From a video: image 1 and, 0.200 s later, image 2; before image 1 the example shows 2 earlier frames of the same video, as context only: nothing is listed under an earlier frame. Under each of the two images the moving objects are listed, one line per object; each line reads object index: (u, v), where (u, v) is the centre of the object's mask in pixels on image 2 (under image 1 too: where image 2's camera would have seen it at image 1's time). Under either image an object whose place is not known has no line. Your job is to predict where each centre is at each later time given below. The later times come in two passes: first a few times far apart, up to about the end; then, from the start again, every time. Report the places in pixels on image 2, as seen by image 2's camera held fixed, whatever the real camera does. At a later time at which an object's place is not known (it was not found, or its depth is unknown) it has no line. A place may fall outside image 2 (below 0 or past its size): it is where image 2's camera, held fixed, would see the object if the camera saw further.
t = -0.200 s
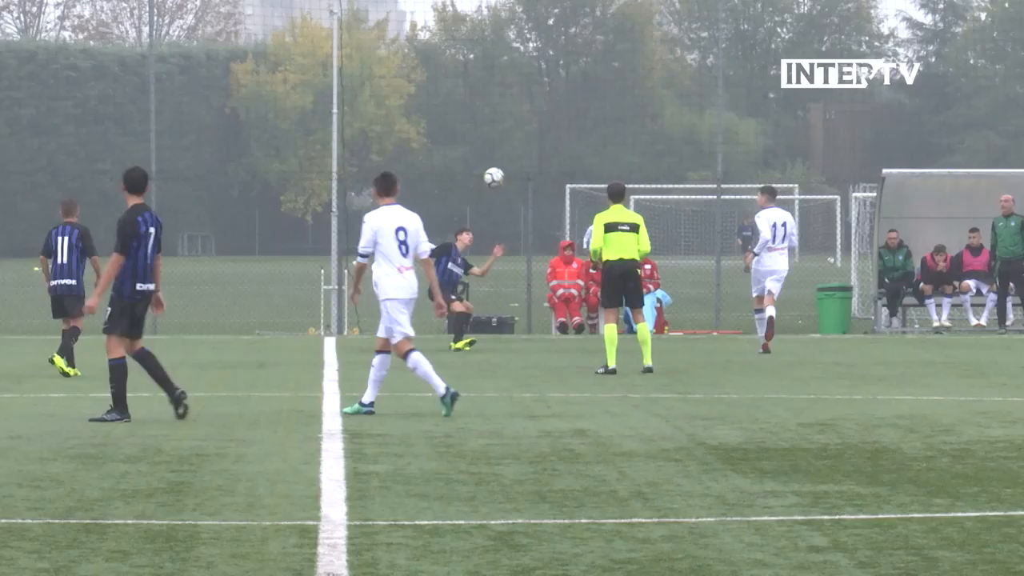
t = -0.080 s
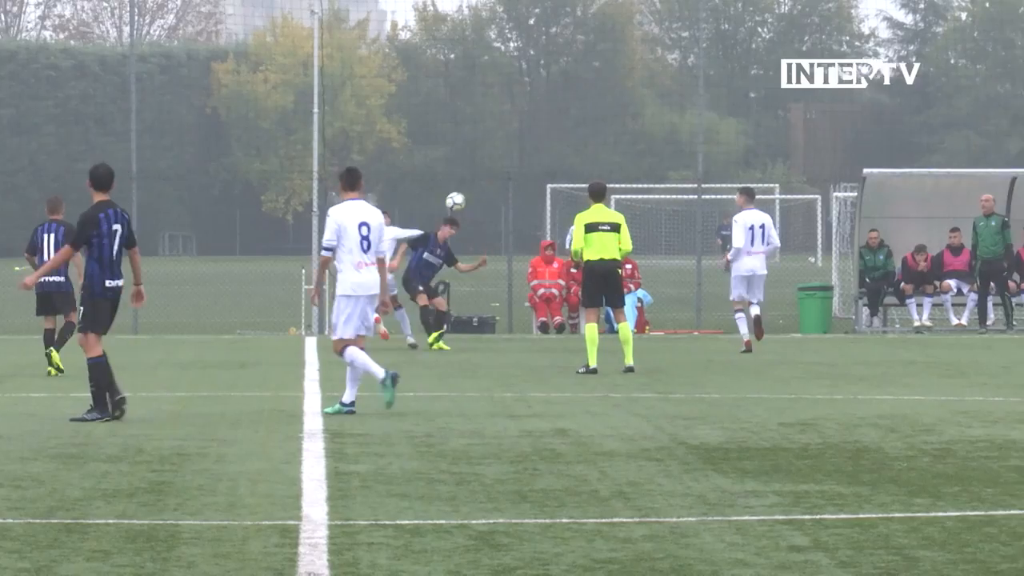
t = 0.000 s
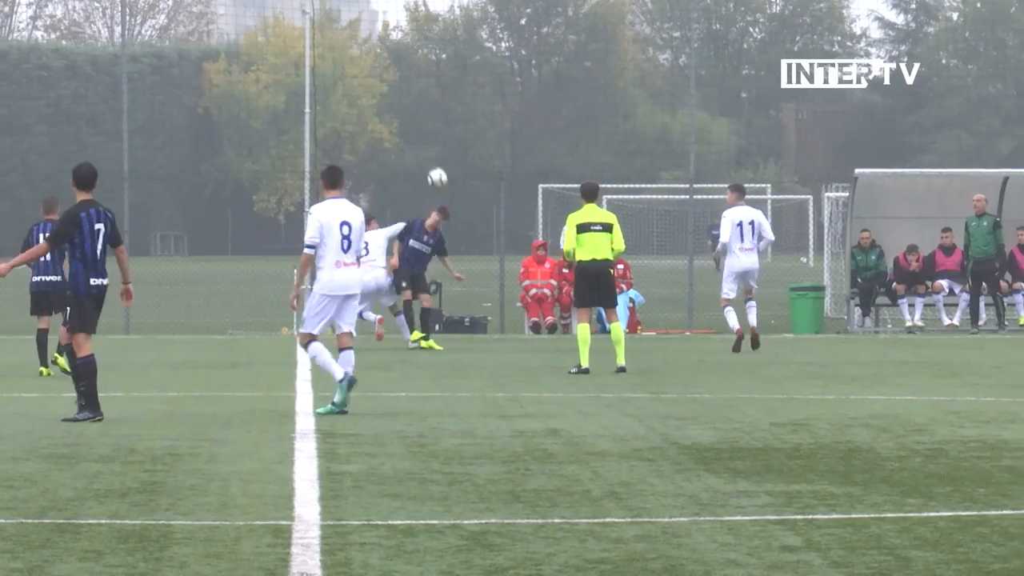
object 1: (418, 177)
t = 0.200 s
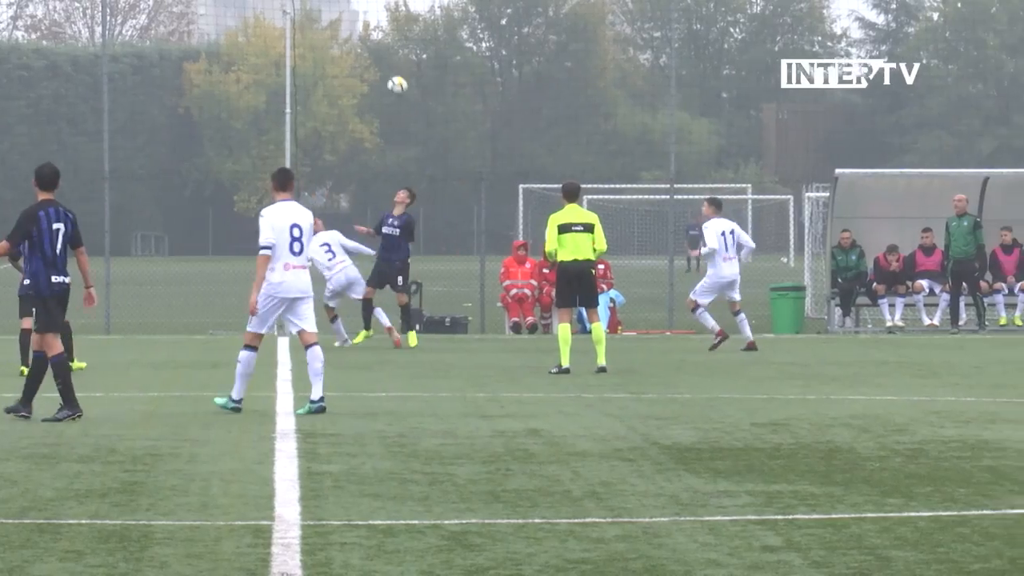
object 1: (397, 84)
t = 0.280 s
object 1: (388, 58)
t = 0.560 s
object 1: (359, 9)
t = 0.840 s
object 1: (330, 22)
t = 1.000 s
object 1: (314, 61)
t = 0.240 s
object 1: (393, 71)
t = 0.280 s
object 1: (388, 58)
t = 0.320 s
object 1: (384, 46)
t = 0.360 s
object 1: (379, 37)
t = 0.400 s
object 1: (377, 31)
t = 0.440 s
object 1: (372, 23)
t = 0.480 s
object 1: (367, 18)
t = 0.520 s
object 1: (363, 14)
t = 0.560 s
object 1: (359, 9)
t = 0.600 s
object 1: (355, 7)
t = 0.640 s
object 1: (351, 6)
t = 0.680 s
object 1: (347, 6)
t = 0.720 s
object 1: (343, 8)
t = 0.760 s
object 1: (339, 11)
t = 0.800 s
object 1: (334, 15)
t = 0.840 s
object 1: (330, 22)
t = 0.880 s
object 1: (326, 29)
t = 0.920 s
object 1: (321, 38)
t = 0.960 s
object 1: (318, 49)
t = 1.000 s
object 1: (314, 61)
